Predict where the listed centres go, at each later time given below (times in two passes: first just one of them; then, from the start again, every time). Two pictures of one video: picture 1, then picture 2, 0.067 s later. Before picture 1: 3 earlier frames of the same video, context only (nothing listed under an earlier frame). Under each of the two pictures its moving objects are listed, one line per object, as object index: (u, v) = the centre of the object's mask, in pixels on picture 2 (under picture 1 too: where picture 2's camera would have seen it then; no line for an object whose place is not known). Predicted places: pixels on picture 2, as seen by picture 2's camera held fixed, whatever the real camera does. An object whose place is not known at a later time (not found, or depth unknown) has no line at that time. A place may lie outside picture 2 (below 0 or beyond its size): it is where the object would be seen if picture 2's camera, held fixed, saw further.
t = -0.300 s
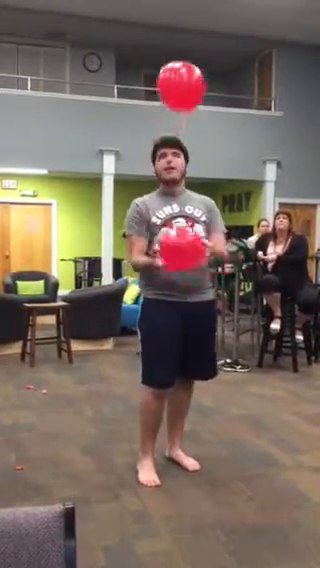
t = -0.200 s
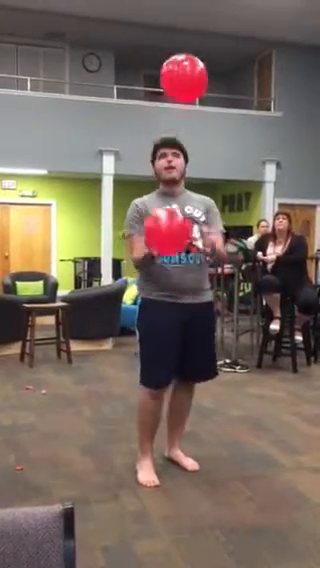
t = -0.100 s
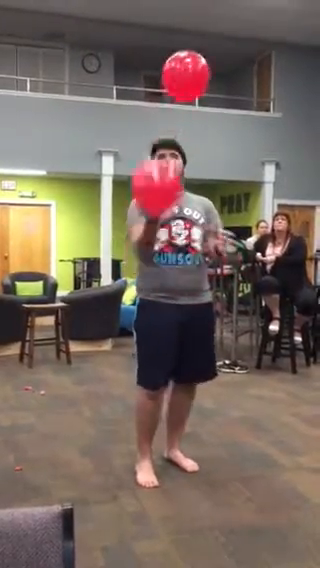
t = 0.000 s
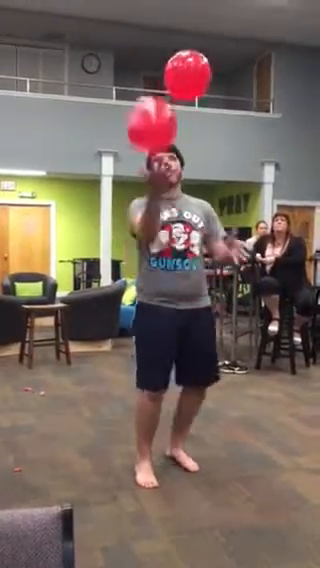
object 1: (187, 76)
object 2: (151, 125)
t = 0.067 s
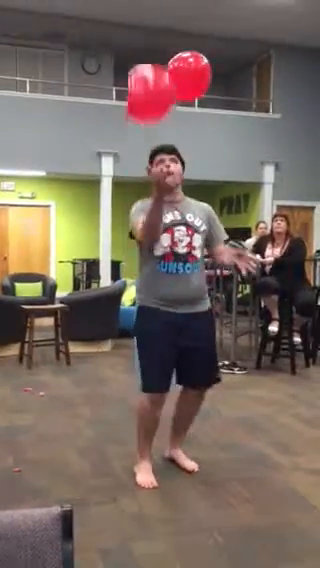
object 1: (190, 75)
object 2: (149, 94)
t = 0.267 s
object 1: (185, 91)
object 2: (147, 36)
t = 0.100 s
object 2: (146, 79)
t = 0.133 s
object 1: (188, 79)
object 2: (146, 68)
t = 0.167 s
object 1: (187, 81)
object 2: (146, 59)
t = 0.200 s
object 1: (186, 85)
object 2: (146, 49)
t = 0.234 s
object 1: (186, 88)
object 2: (146, 42)
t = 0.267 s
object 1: (185, 91)
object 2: (147, 36)
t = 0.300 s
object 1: (185, 95)
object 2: (147, 30)
